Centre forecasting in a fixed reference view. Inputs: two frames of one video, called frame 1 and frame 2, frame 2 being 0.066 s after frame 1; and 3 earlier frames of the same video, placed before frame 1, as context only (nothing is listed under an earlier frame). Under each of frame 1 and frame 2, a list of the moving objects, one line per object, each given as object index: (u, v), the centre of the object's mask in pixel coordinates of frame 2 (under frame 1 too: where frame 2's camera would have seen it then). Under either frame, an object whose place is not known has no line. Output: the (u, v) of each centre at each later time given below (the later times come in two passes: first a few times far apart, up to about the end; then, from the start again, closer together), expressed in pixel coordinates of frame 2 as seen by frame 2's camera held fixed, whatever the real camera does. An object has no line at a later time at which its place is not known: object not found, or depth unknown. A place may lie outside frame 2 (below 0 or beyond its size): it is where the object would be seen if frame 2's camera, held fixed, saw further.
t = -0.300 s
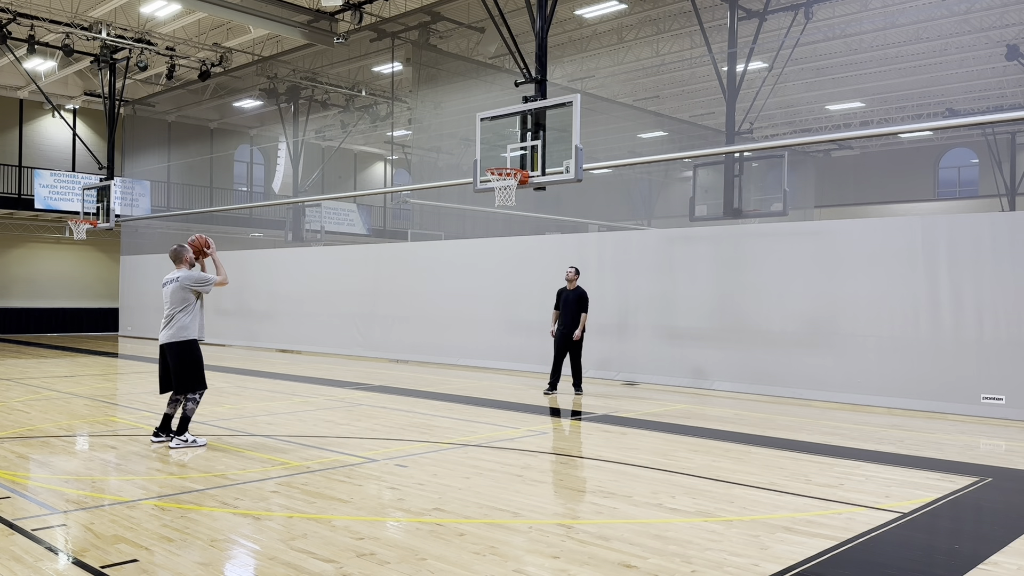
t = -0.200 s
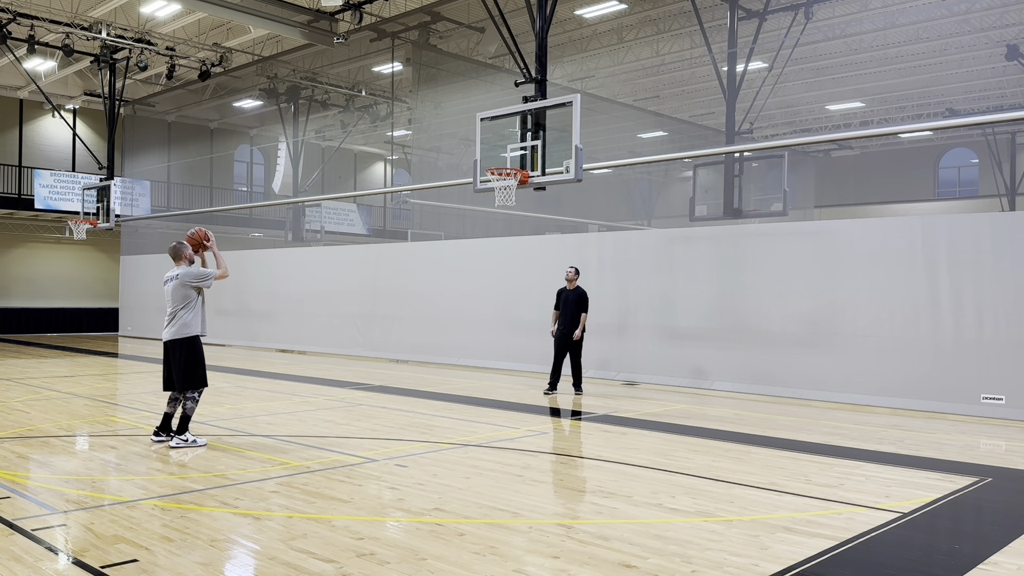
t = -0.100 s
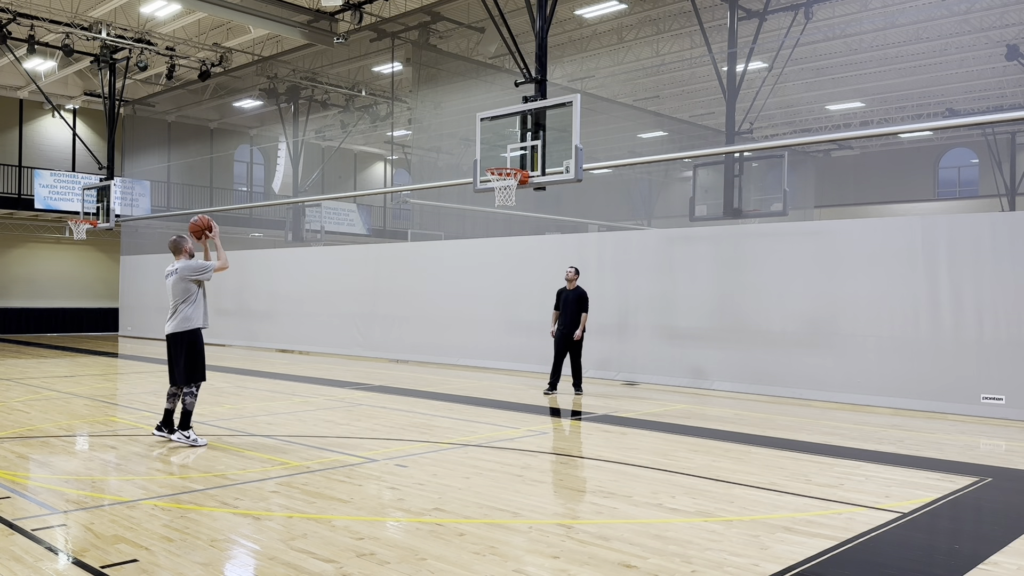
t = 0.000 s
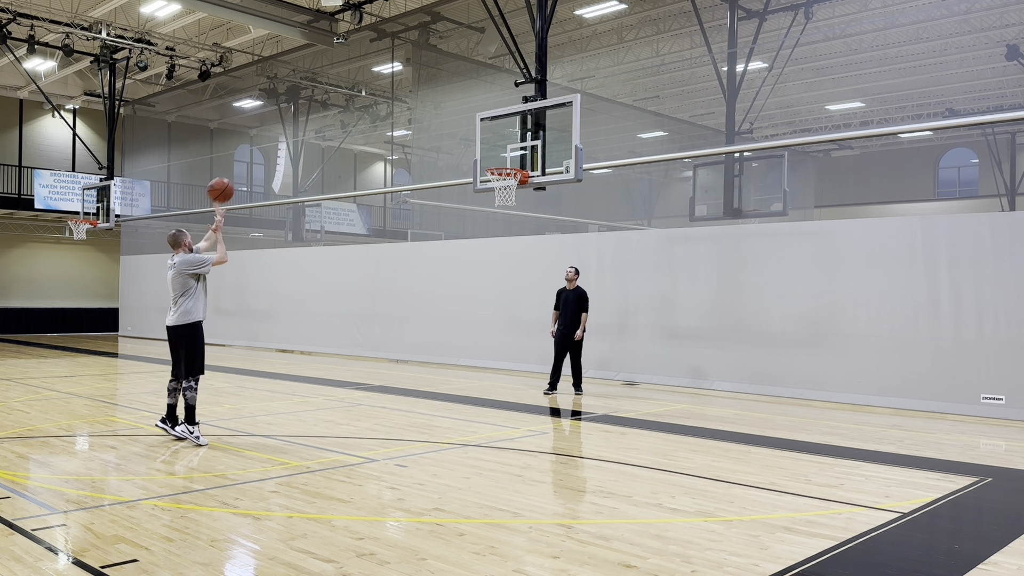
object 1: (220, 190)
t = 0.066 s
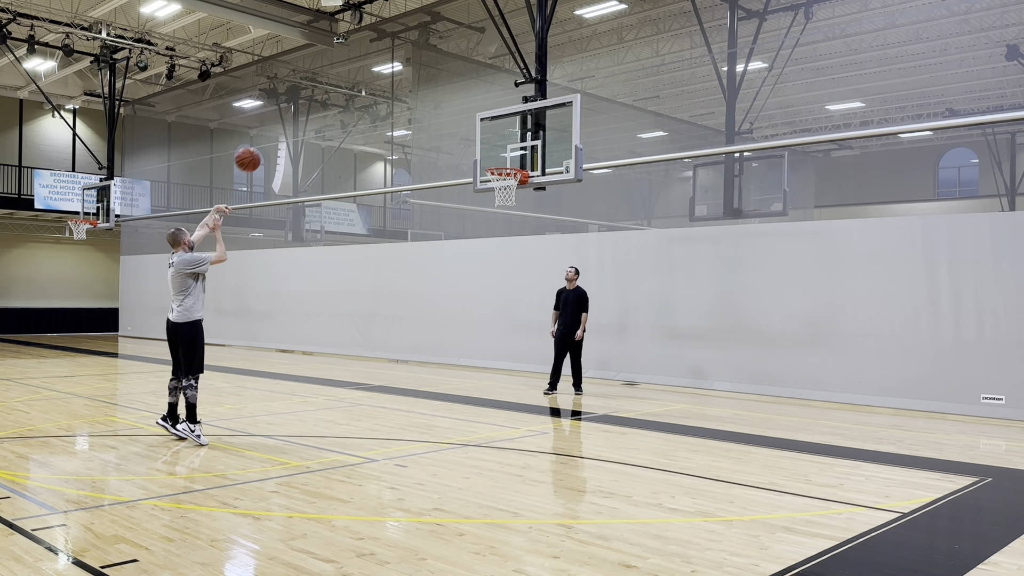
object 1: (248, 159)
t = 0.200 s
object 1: (298, 115)
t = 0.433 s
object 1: (373, 83)
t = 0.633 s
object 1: (428, 94)
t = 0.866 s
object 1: (483, 144)
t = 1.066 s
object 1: (512, 200)
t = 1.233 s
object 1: (521, 245)
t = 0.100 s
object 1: (261, 146)
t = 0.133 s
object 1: (274, 134)
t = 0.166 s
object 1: (286, 124)
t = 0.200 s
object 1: (298, 115)
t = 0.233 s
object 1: (310, 107)
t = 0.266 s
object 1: (321, 100)
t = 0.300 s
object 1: (332, 95)
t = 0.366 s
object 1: (353, 87)
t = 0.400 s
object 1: (364, 84)
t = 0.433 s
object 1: (373, 83)
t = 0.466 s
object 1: (383, 83)
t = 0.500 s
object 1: (393, 83)
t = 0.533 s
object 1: (402, 85)
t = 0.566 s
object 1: (411, 87)
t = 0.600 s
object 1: (420, 90)
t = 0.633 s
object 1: (428, 94)
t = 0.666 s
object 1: (437, 99)
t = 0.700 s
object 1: (445, 105)
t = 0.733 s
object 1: (453, 111)
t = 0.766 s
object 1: (461, 118)
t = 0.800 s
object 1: (468, 126)
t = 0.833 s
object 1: (476, 135)
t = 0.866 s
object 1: (483, 144)
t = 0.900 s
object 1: (490, 154)
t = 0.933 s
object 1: (497, 162)
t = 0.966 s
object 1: (501, 175)
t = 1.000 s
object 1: (507, 184)
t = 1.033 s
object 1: (511, 192)
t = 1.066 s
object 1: (512, 200)
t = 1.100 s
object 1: (515, 206)
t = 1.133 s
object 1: (516, 215)
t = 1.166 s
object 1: (518, 224)
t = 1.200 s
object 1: (520, 234)
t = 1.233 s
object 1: (521, 245)
